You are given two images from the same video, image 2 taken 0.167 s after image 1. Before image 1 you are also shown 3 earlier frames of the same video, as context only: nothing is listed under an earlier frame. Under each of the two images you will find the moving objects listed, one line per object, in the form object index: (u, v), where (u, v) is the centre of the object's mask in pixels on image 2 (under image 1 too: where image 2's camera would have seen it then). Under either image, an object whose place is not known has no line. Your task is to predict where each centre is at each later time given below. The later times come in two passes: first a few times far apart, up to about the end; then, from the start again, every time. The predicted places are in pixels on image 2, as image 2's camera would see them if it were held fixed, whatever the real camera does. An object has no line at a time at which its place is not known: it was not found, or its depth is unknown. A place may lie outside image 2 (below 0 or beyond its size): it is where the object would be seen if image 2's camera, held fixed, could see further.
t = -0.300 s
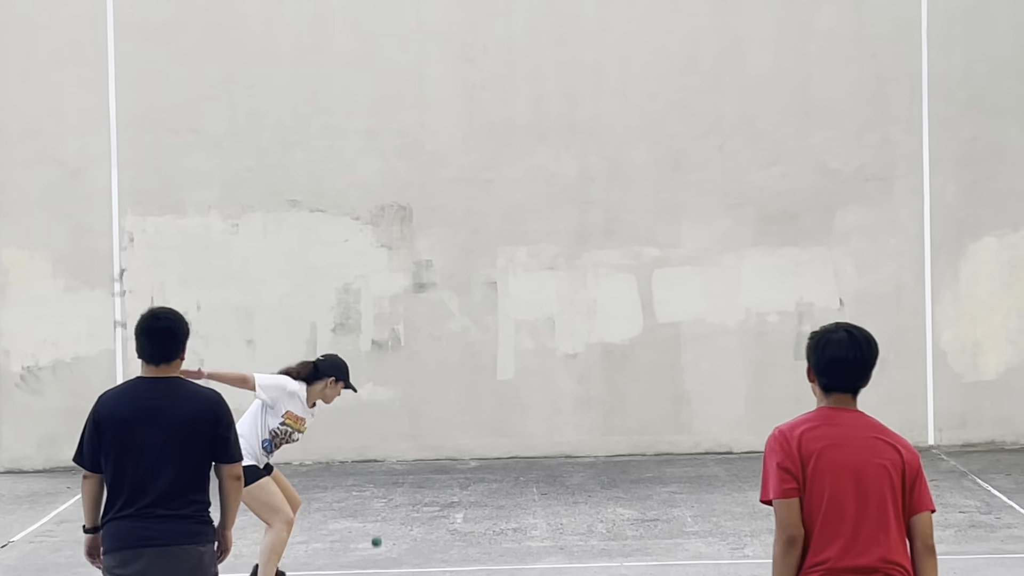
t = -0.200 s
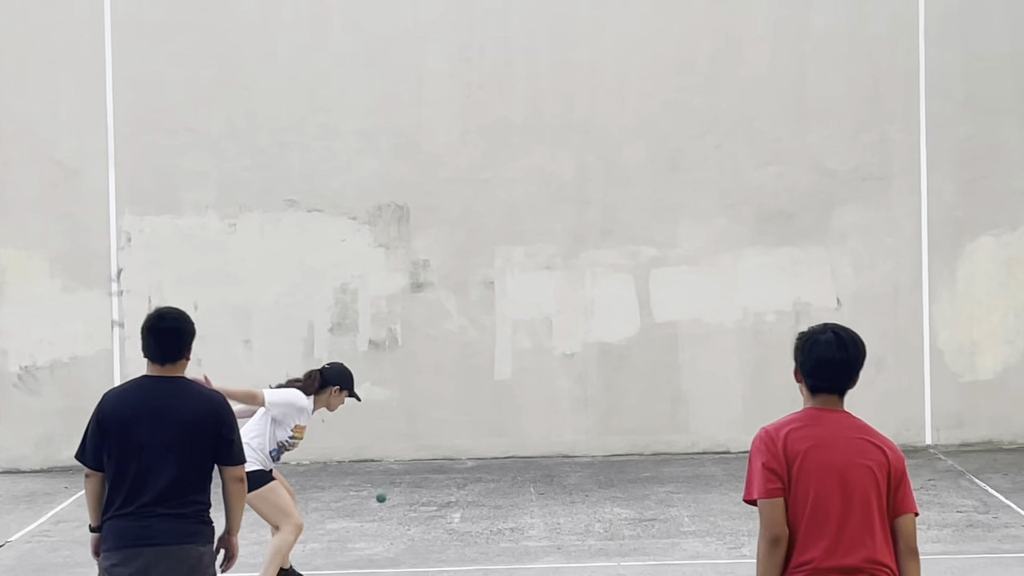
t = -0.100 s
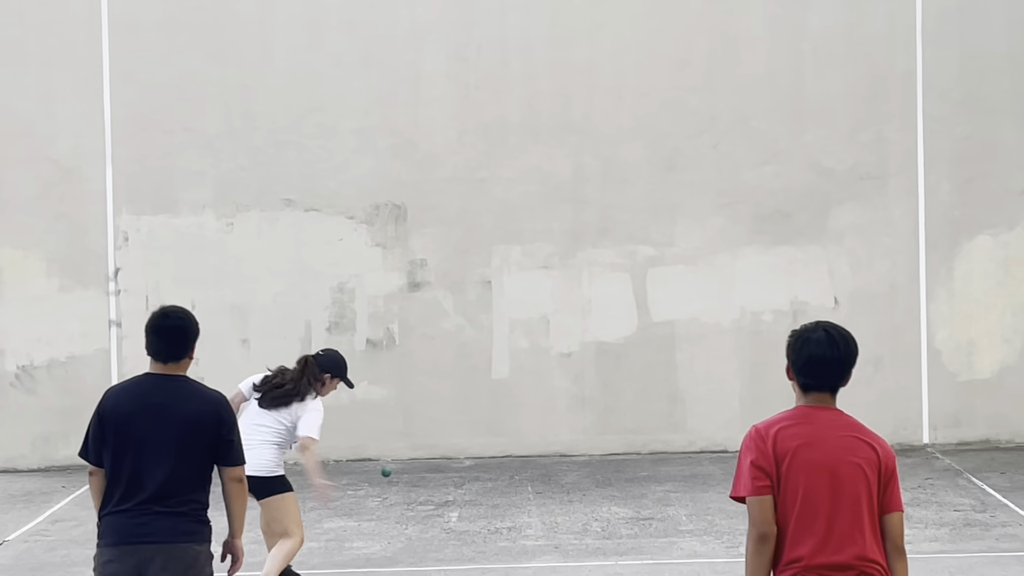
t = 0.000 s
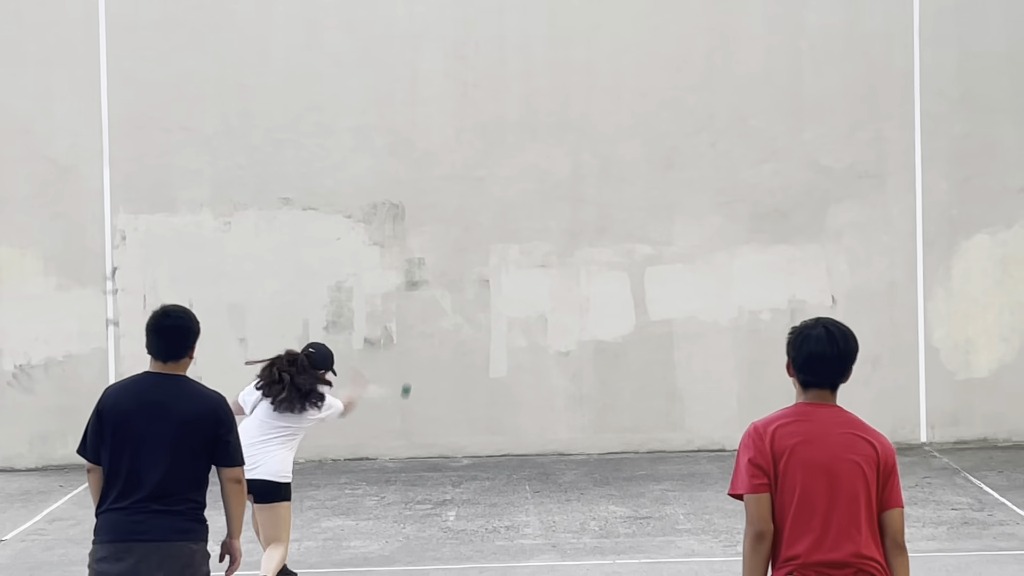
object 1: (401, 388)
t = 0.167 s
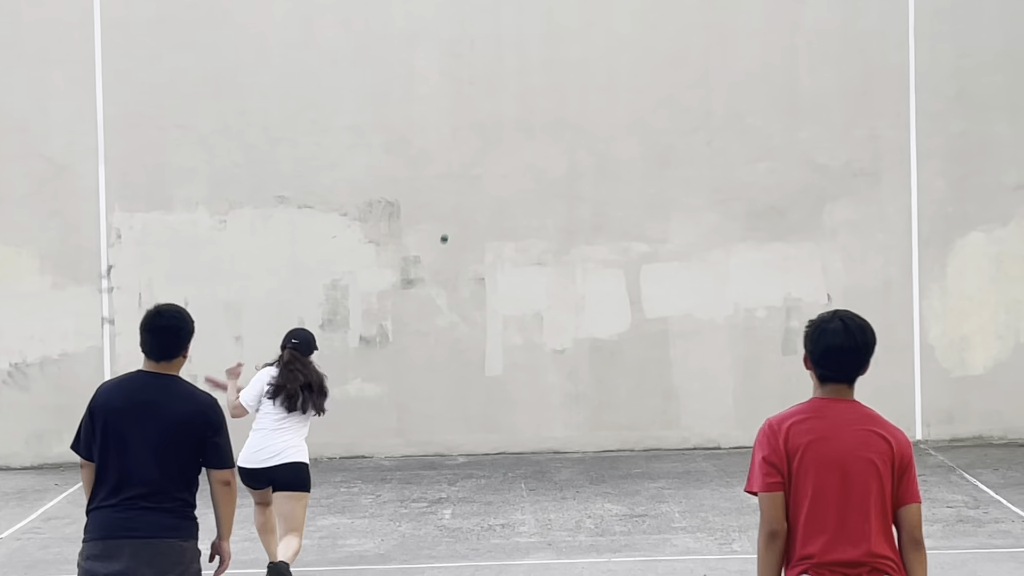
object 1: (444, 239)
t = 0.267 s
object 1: (461, 193)
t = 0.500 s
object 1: (466, 158)
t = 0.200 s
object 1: (450, 220)
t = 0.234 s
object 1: (456, 205)
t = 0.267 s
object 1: (461, 193)
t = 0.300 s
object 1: (461, 184)
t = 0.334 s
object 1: (462, 177)
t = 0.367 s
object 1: (463, 170)
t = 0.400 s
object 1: (464, 165)
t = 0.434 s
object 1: (464, 161)
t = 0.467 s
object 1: (465, 159)
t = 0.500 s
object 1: (466, 158)
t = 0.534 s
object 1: (467, 158)
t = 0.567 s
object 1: (468, 161)
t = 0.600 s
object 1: (469, 165)
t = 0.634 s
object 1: (471, 172)
